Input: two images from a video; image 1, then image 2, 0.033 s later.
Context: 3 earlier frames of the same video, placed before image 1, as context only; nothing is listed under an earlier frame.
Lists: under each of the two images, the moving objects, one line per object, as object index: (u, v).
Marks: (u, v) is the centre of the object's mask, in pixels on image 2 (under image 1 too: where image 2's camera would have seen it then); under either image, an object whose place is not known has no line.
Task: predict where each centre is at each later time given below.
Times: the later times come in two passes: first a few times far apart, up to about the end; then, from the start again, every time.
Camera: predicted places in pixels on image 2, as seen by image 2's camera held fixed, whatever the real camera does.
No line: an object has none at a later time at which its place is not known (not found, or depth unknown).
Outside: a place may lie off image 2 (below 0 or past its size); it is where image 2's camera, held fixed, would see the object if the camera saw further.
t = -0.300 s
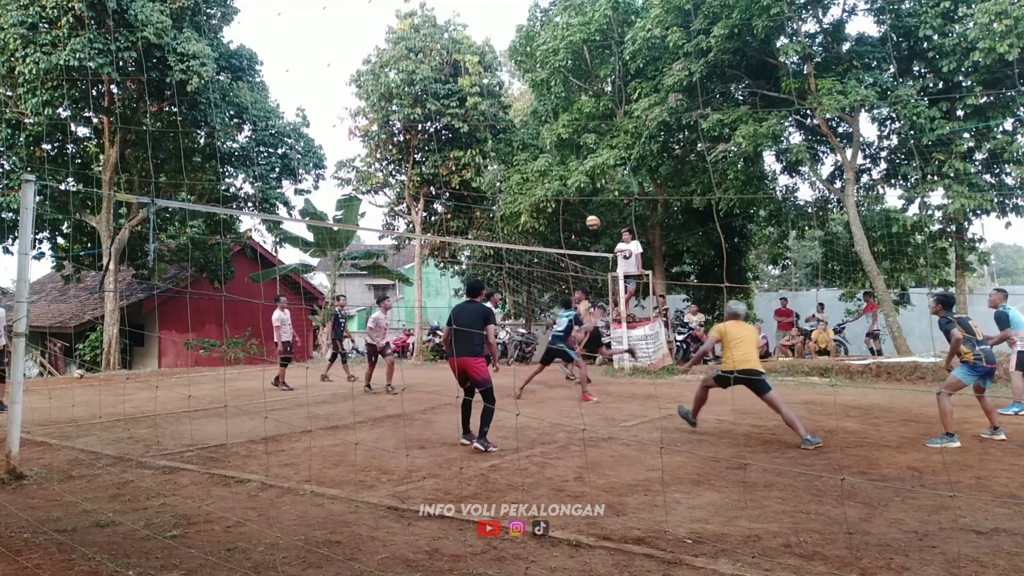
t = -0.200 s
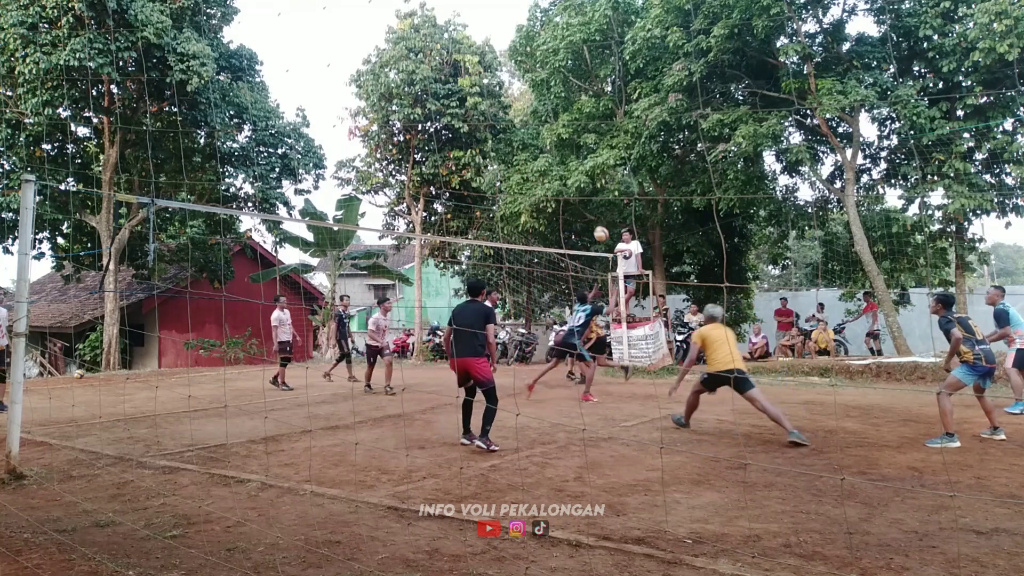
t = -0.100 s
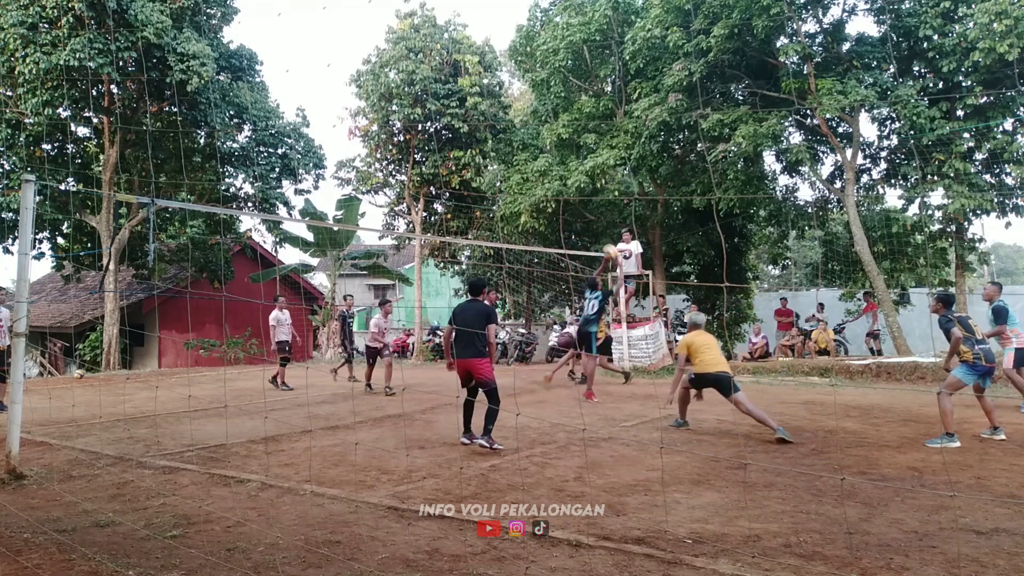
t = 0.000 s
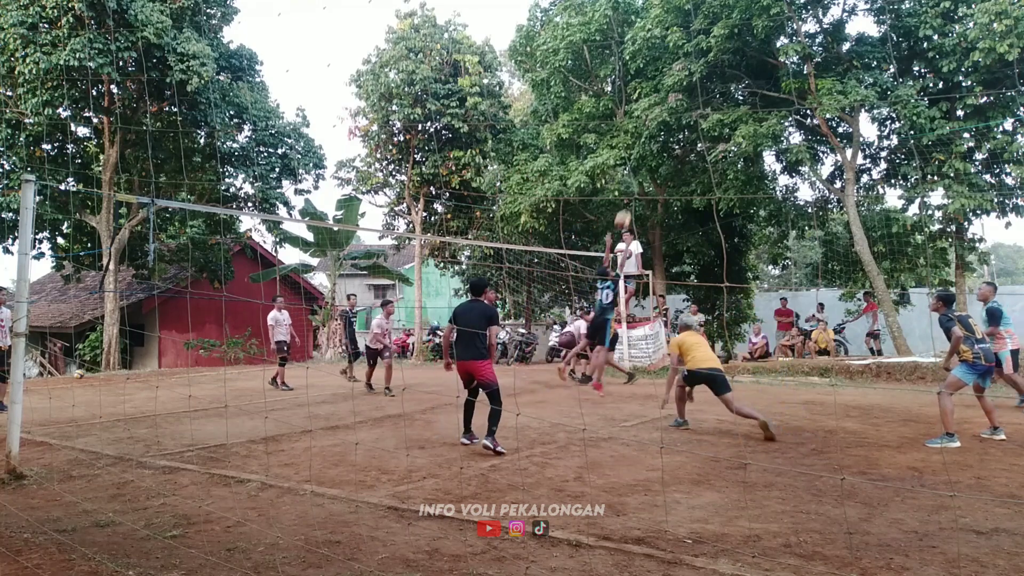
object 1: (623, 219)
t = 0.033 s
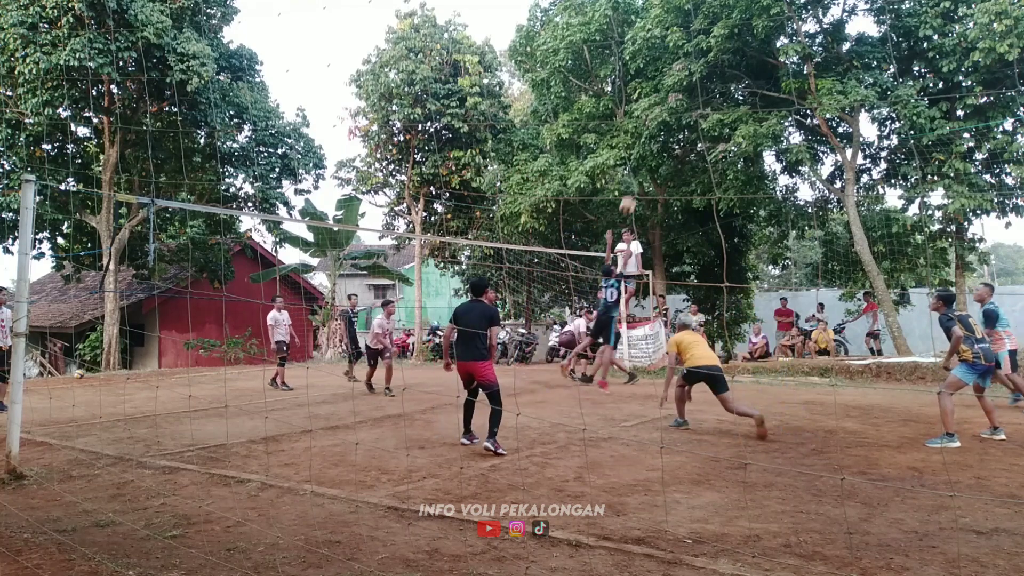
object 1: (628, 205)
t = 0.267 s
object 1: (662, 125)
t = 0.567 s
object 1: (708, 75)
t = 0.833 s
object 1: (748, 82)
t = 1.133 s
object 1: (794, 151)
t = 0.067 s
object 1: (632, 191)
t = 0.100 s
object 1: (638, 177)
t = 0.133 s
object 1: (642, 166)
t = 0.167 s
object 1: (648, 154)
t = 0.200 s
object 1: (652, 144)
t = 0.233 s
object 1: (657, 134)
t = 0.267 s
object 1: (662, 125)
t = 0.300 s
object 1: (668, 117)
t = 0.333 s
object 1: (673, 109)
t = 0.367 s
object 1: (677, 101)
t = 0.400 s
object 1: (682, 95)
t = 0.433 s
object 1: (687, 89)
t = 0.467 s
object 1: (692, 84)
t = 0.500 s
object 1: (697, 80)
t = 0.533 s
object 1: (703, 77)
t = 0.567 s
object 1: (708, 75)
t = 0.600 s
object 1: (712, 73)
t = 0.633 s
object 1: (717, 72)
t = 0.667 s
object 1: (722, 72)
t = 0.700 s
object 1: (728, 73)
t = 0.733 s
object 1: (733, 74)
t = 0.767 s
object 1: (737, 76)
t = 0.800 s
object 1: (743, 79)
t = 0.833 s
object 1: (748, 82)
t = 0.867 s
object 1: (753, 87)
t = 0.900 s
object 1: (759, 93)
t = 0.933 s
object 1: (763, 98)
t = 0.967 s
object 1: (768, 104)
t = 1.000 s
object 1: (773, 112)
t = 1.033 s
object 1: (778, 119)
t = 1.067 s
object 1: (784, 129)
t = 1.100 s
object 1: (788, 139)
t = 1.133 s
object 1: (794, 151)
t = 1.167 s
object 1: (798, 160)
